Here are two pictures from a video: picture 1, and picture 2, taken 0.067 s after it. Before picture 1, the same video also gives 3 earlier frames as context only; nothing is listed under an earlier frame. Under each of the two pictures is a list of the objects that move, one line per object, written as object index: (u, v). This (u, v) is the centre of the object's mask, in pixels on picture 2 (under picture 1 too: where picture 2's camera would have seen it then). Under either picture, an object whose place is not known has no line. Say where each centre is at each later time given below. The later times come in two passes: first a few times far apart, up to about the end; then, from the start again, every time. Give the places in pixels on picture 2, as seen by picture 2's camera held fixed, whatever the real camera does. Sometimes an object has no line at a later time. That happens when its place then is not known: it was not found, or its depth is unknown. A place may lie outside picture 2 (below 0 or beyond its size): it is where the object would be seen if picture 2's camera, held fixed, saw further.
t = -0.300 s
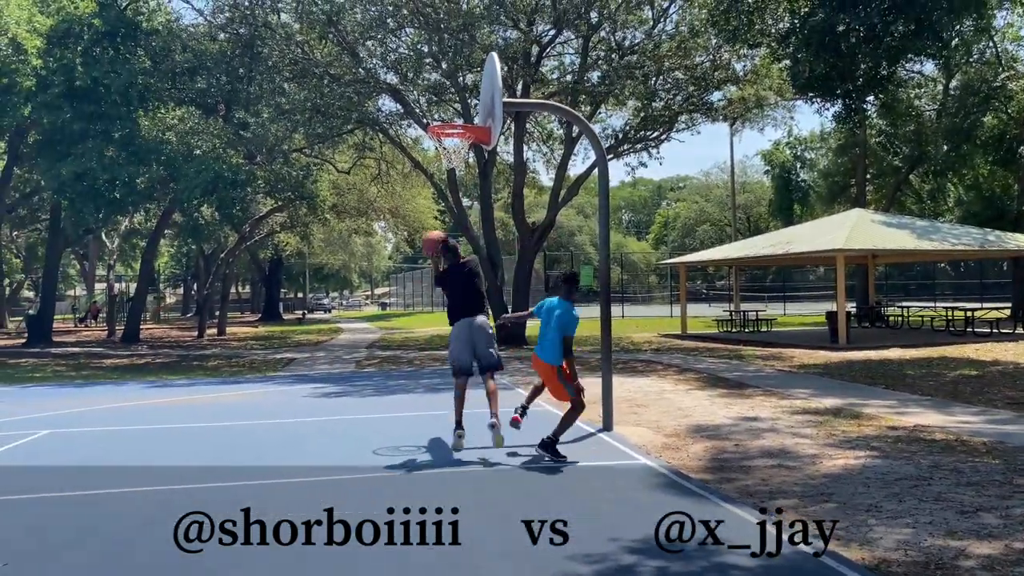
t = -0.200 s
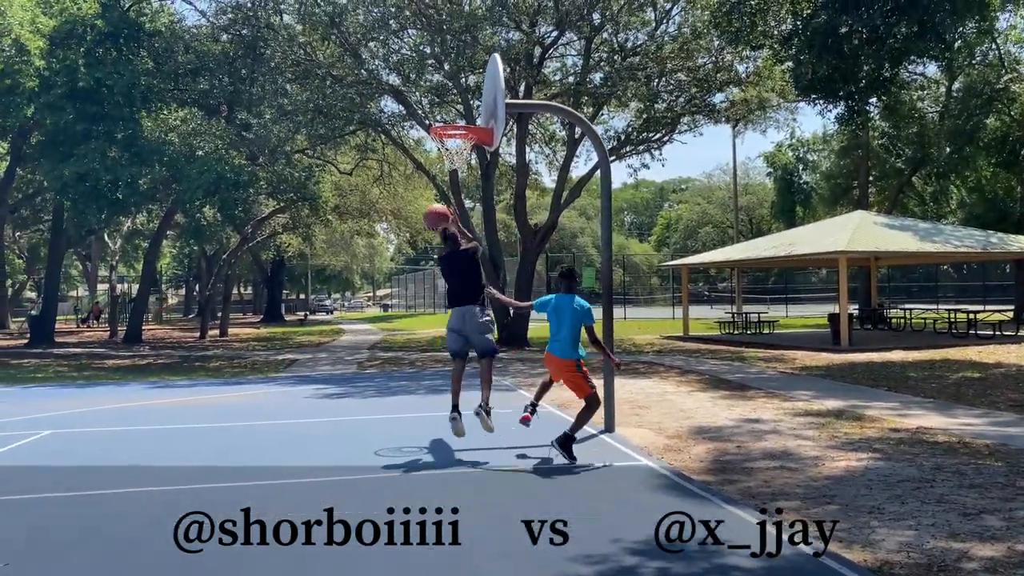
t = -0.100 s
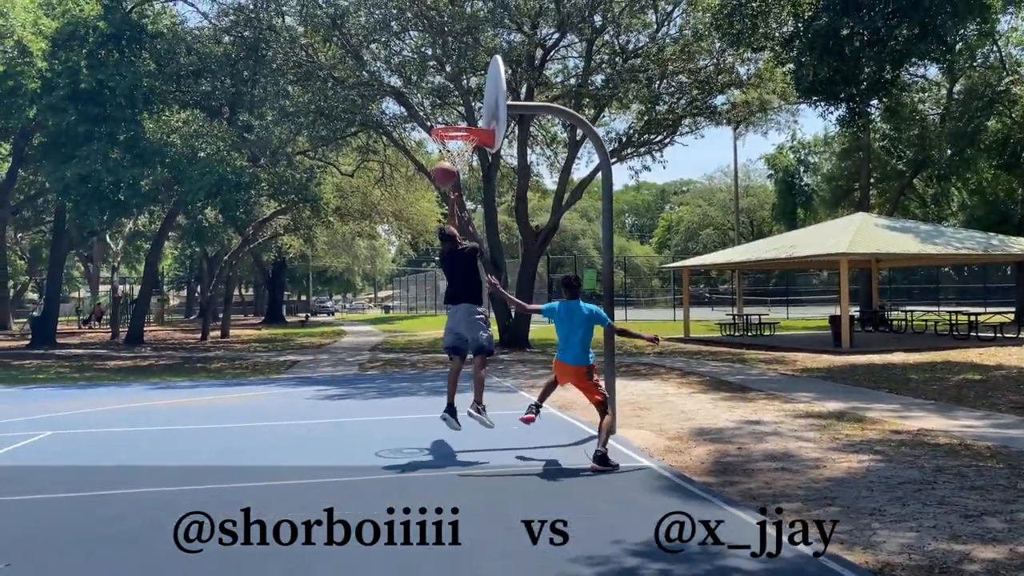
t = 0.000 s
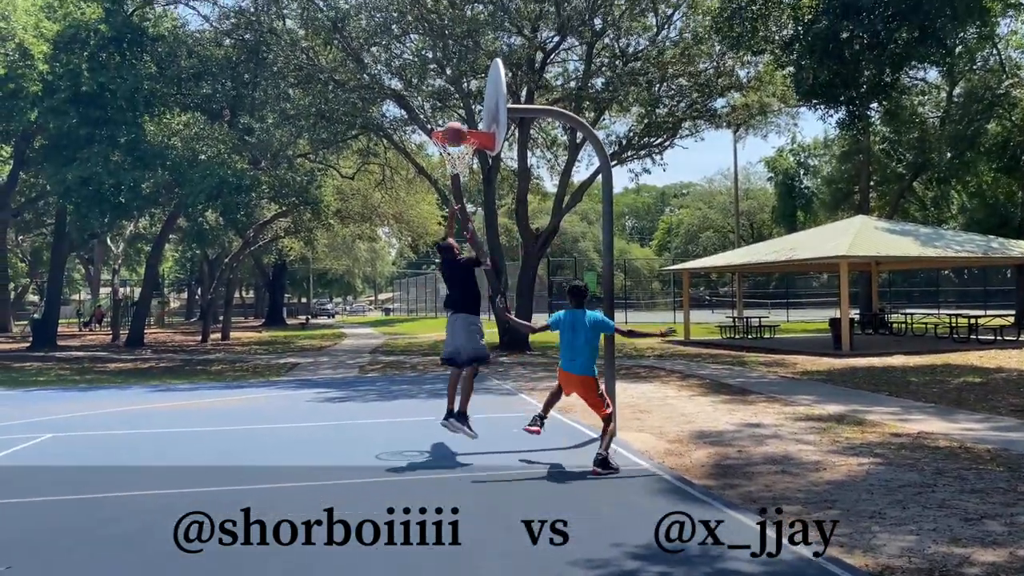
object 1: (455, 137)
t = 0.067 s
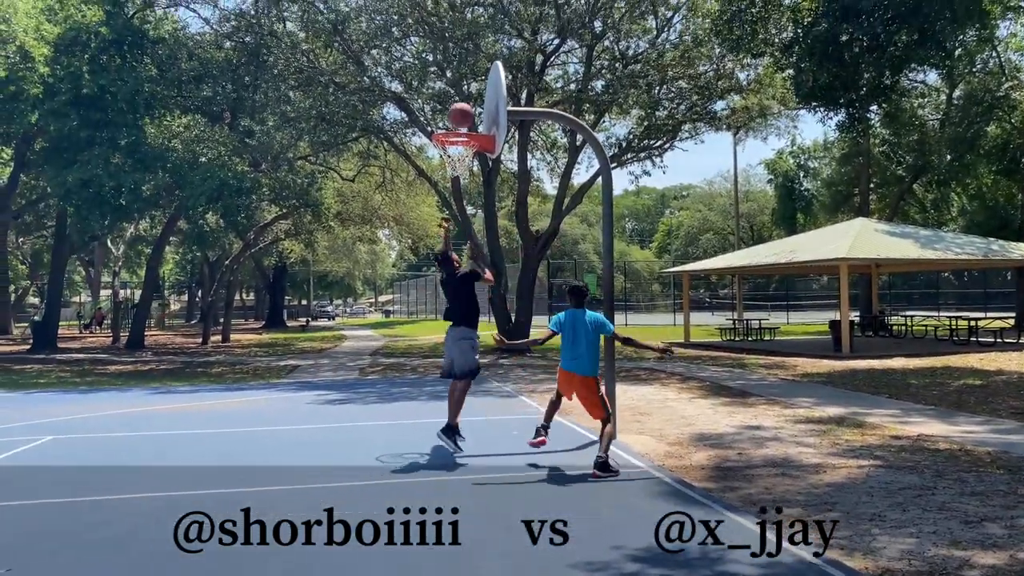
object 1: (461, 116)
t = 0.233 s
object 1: (478, 84)
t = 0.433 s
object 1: (473, 89)
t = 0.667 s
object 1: (456, 146)
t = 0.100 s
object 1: (464, 107)
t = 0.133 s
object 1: (467, 99)
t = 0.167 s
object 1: (471, 94)
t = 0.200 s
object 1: (473, 89)
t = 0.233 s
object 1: (478, 84)
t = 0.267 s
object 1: (481, 82)
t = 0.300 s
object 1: (484, 80)
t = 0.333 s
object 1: (482, 80)
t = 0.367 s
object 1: (481, 81)
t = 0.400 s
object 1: (475, 87)
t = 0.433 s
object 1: (473, 89)
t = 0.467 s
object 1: (472, 92)
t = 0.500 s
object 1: (468, 97)
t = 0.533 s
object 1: (464, 107)
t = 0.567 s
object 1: (461, 114)
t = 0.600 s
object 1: (460, 121)
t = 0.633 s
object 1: (457, 127)
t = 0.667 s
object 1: (456, 146)
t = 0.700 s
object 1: (451, 153)
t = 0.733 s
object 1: (450, 164)
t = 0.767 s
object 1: (448, 169)
